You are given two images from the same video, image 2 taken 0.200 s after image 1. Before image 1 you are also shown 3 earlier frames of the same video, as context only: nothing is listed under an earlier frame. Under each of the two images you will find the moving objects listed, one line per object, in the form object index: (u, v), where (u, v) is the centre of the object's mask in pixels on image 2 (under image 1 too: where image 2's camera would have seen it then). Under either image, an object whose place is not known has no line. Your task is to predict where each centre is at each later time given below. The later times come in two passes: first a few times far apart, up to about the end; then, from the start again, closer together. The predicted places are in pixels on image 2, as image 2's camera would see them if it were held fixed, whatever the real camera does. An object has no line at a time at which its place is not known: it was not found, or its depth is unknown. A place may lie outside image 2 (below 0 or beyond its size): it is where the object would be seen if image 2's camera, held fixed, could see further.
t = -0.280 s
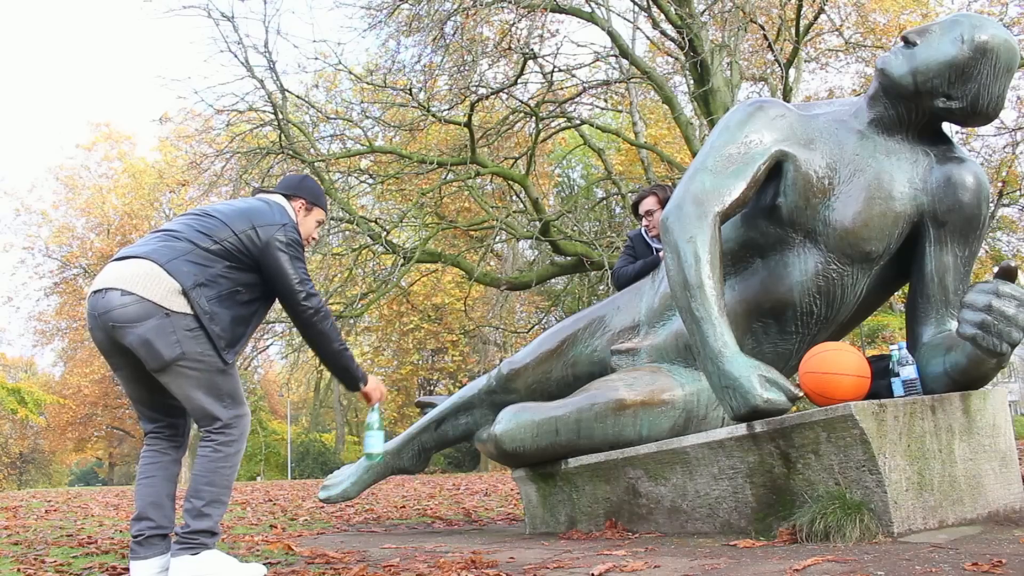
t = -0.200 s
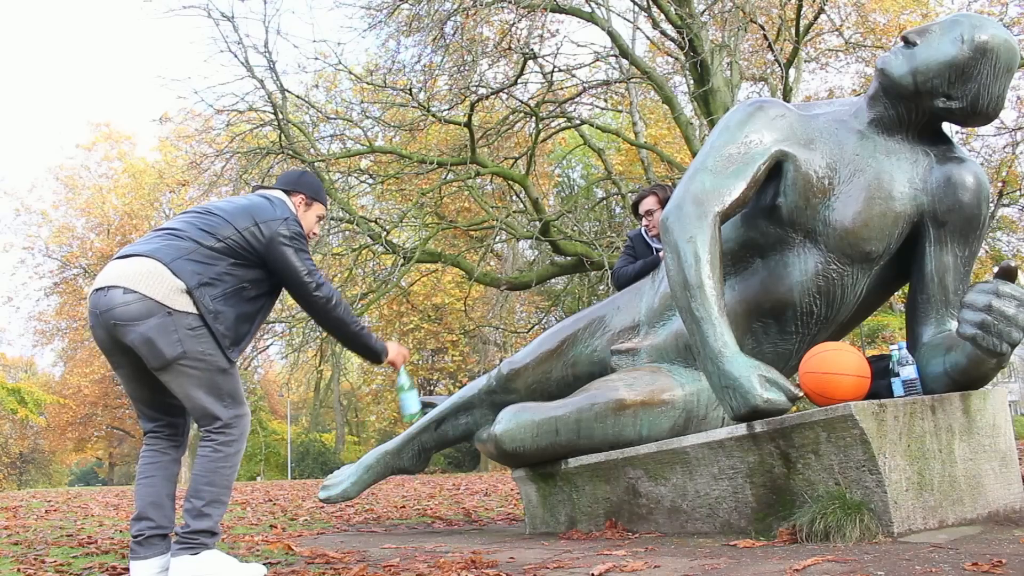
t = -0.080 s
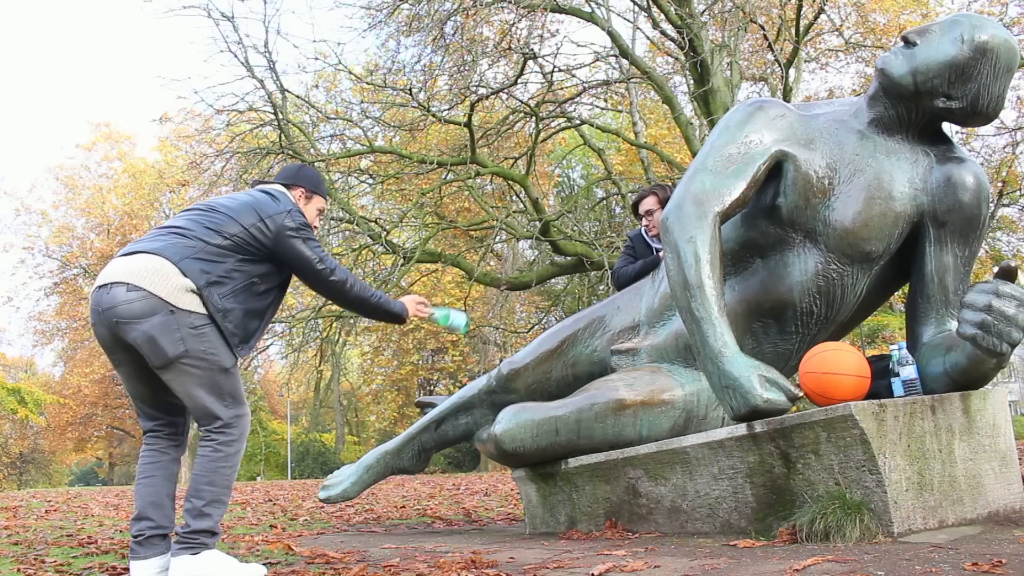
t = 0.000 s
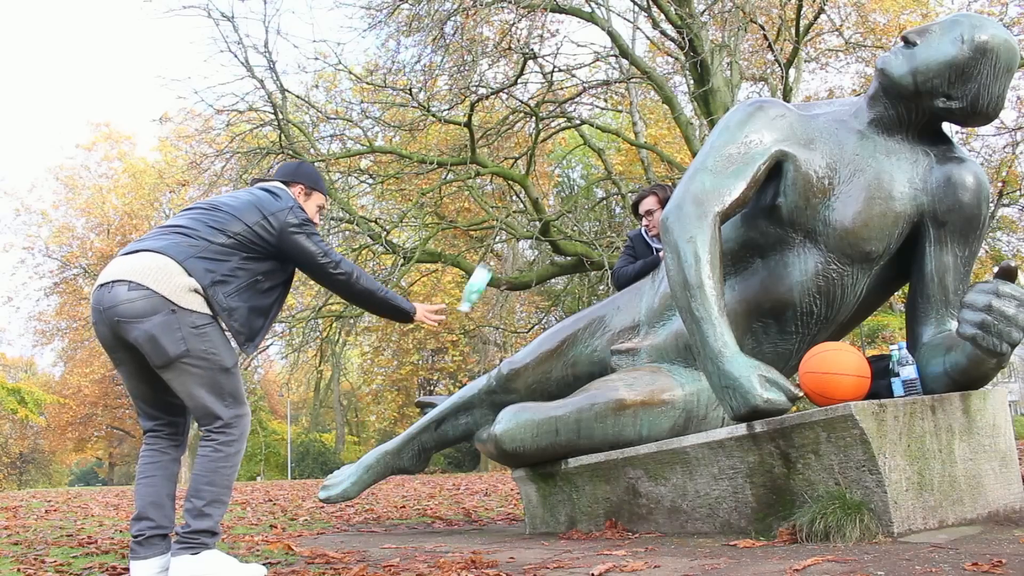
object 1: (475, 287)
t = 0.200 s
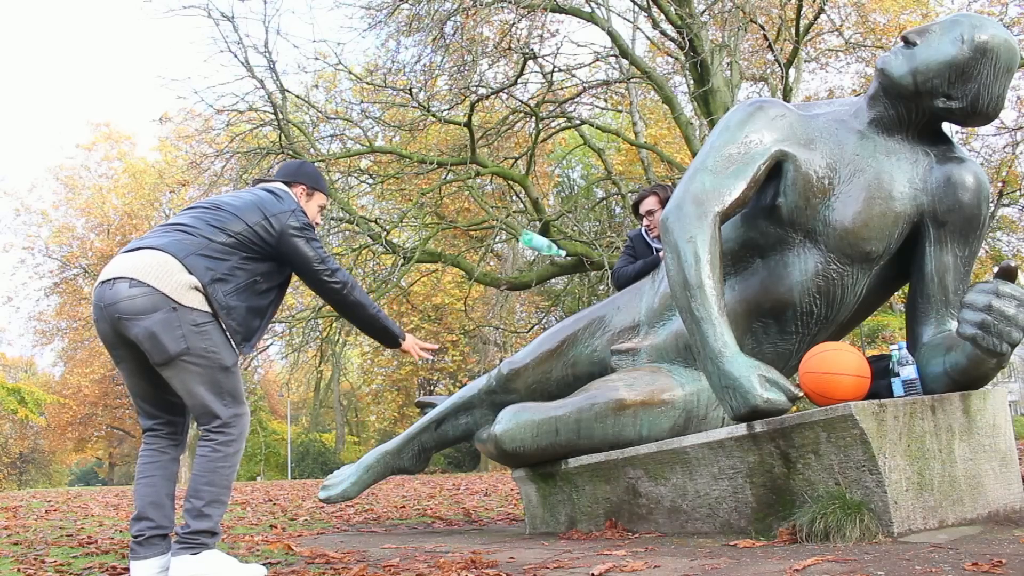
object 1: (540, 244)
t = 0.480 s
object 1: (621, 340)
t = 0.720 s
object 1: (645, 388)
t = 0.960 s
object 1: (647, 436)
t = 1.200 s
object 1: (640, 520)
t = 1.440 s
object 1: (623, 543)
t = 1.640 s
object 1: (602, 546)
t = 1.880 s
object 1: (580, 550)
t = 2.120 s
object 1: (561, 553)
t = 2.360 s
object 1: (547, 555)
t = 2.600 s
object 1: (540, 556)
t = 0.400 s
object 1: (598, 296)
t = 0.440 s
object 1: (609, 317)
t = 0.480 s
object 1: (621, 340)
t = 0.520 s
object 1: (628, 348)
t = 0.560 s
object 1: (630, 351)
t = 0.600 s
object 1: (635, 358)
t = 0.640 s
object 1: (639, 368)
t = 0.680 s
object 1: (642, 376)
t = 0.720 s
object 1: (645, 388)
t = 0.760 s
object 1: (649, 404)
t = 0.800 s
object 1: (653, 424)
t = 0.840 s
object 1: (652, 435)
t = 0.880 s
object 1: (650, 435)
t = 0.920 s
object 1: (649, 435)
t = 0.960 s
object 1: (647, 436)
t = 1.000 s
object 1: (645, 439)
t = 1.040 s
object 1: (643, 448)
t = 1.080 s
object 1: (642, 459)
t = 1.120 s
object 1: (640, 476)
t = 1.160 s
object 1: (640, 496)
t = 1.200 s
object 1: (640, 520)
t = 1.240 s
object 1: (646, 530)
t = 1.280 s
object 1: (641, 538)
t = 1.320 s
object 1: (637, 540)
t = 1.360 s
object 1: (633, 541)
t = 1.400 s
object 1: (628, 542)
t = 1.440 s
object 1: (623, 543)
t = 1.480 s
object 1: (619, 544)
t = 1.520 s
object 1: (614, 544)
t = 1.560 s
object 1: (610, 546)
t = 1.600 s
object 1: (606, 546)
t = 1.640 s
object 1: (602, 546)
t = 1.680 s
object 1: (599, 547)
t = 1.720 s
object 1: (595, 548)
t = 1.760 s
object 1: (591, 548)
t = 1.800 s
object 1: (587, 549)
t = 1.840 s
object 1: (583, 549)
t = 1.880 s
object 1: (580, 550)
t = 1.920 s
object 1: (576, 551)
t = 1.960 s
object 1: (573, 551)
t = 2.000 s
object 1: (570, 552)
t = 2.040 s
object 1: (566, 553)
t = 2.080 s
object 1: (564, 553)
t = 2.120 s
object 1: (561, 553)
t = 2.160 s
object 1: (559, 554)
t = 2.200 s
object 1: (556, 554)
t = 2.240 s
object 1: (553, 554)
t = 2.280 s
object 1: (551, 554)
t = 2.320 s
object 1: (550, 555)
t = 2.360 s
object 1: (547, 555)
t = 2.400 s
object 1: (546, 555)
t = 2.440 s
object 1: (544, 555)
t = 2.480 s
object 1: (544, 555)
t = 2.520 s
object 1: (542, 556)
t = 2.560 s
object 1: (541, 556)
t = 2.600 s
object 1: (540, 556)
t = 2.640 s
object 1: (540, 556)
